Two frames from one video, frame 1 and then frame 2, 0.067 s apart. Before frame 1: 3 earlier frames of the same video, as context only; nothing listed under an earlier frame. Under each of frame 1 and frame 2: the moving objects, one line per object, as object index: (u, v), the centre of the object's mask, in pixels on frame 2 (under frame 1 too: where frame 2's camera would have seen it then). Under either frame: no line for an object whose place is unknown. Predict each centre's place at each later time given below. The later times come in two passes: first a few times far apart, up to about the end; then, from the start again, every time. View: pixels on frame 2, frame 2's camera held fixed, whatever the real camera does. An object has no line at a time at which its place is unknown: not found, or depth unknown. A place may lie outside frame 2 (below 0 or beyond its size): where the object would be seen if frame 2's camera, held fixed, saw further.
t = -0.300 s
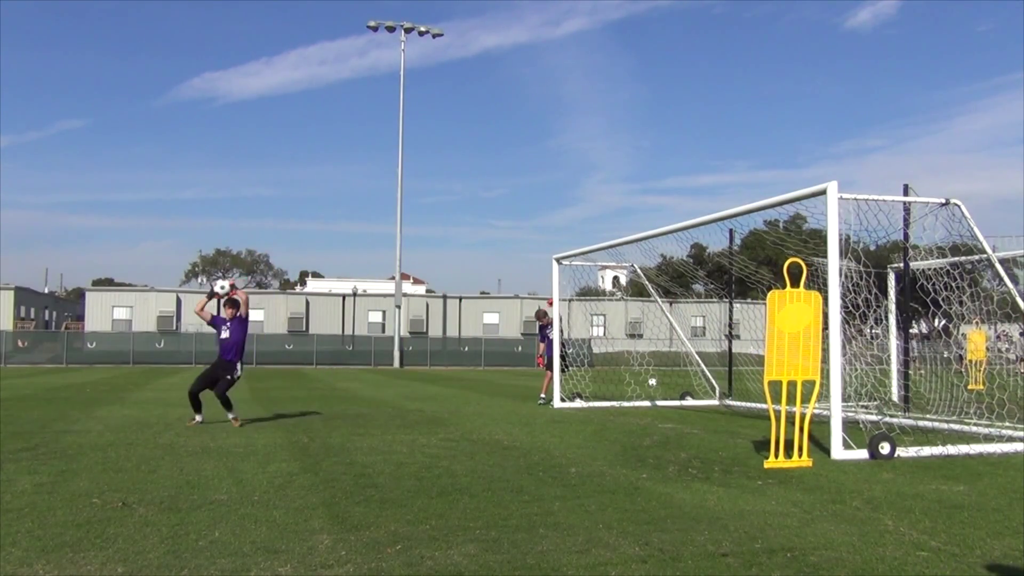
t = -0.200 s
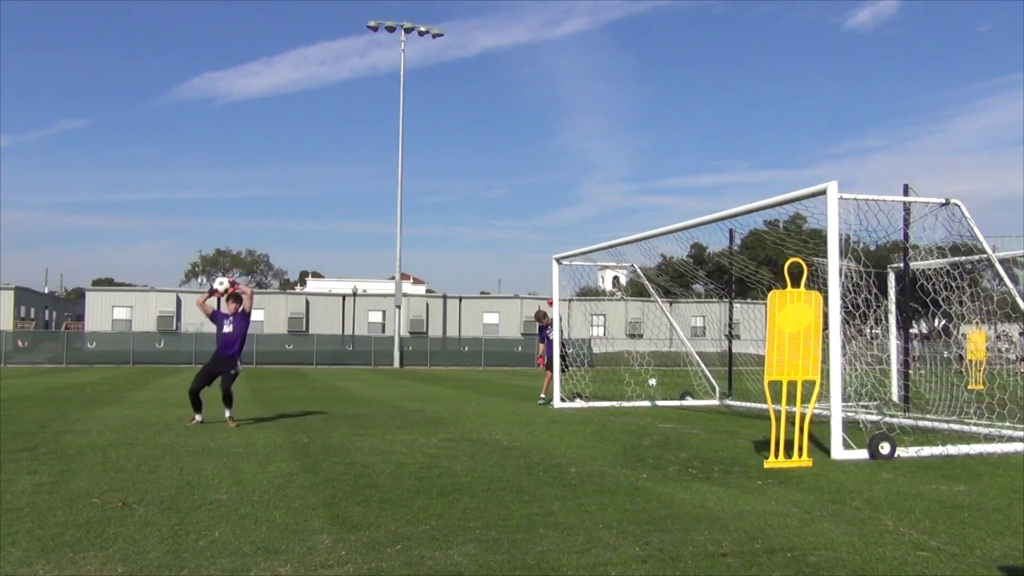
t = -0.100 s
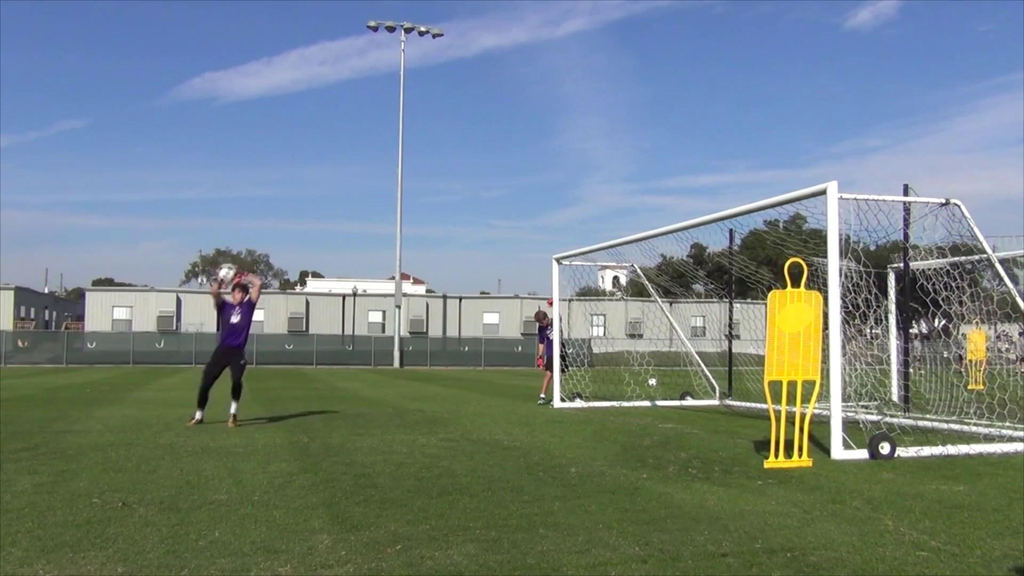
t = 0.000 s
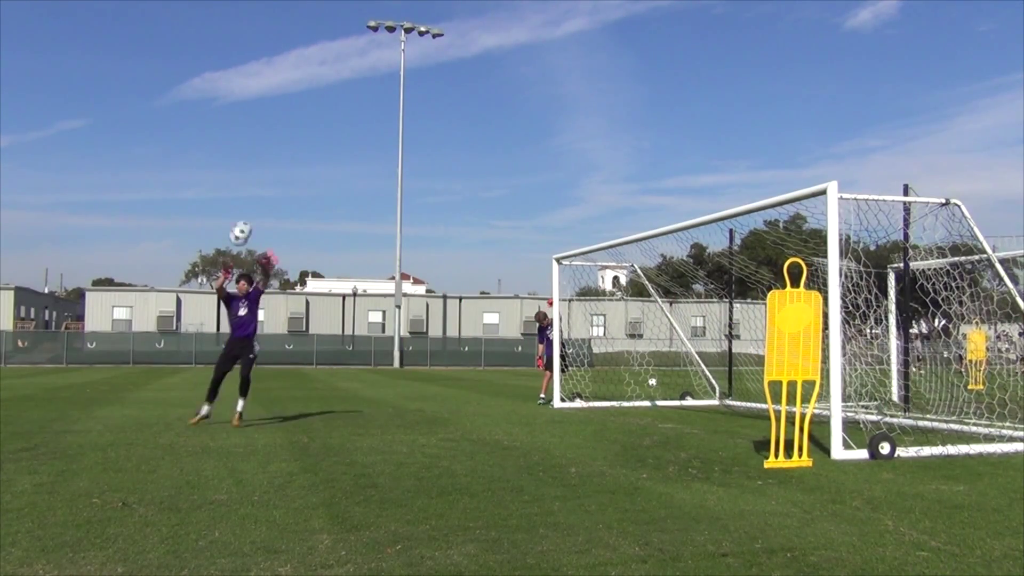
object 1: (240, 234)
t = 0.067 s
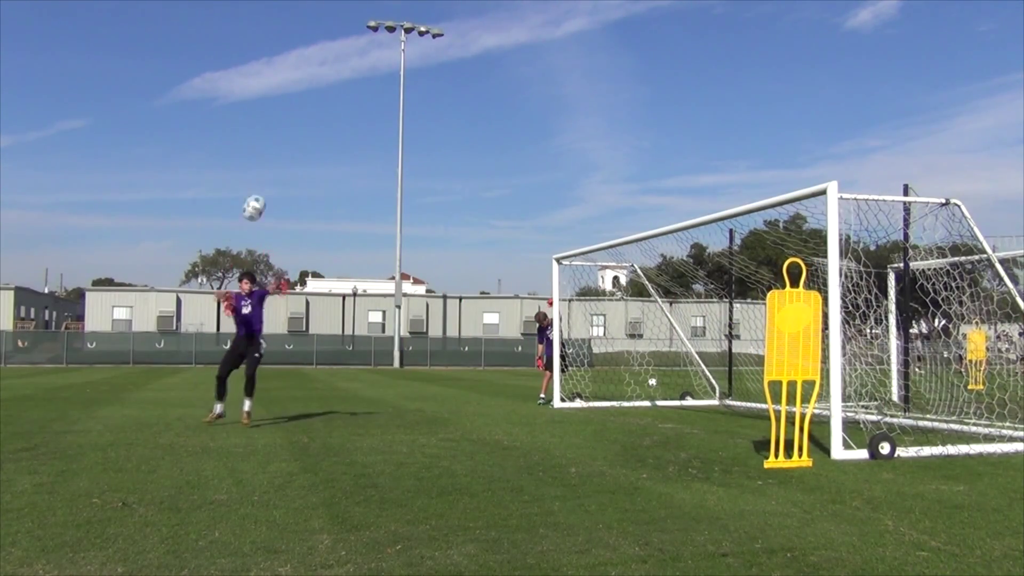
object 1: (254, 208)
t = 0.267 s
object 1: (304, 142)
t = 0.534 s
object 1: (412, 94)
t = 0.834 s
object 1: (673, 175)
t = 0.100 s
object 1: (261, 195)
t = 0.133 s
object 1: (268, 183)
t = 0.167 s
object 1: (276, 172)
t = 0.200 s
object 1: (285, 161)
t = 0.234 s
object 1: (294, 151)
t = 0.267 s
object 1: (304, 142)
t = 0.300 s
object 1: (314, 133)
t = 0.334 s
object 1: (326, 124)
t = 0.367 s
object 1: (337, 116)
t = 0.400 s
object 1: (350, 109)
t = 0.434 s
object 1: (364, 103)
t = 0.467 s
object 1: (378, 99)
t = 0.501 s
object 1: (395, 96)
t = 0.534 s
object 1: (412, 94)
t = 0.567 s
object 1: (431, 93)
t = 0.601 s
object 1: (452, 94)
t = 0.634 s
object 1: (475, 97)
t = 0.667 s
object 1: (499, 102)
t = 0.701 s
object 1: (527, 109)
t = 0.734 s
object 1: (558, 119)
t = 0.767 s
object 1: (591, 133)
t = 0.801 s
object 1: (629, 151)
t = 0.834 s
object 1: (673, 175)
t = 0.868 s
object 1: (714, 198)
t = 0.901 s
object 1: (782, 241)
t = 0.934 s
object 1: (850, 288)
